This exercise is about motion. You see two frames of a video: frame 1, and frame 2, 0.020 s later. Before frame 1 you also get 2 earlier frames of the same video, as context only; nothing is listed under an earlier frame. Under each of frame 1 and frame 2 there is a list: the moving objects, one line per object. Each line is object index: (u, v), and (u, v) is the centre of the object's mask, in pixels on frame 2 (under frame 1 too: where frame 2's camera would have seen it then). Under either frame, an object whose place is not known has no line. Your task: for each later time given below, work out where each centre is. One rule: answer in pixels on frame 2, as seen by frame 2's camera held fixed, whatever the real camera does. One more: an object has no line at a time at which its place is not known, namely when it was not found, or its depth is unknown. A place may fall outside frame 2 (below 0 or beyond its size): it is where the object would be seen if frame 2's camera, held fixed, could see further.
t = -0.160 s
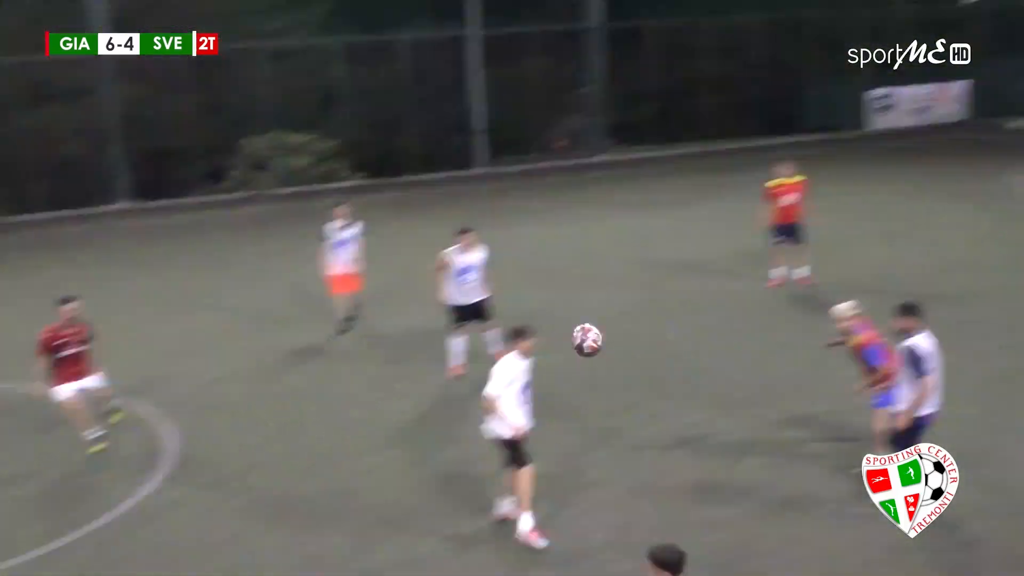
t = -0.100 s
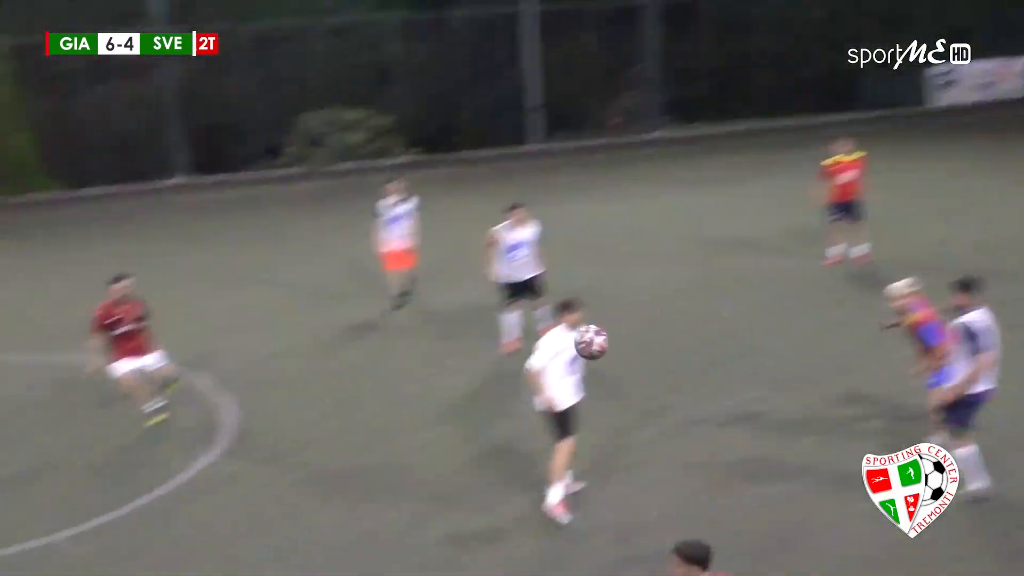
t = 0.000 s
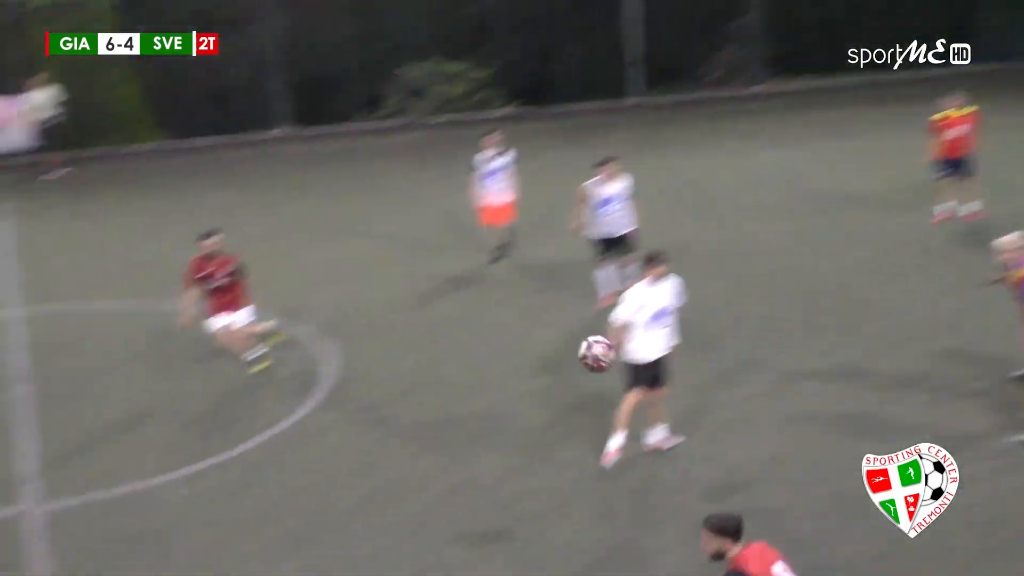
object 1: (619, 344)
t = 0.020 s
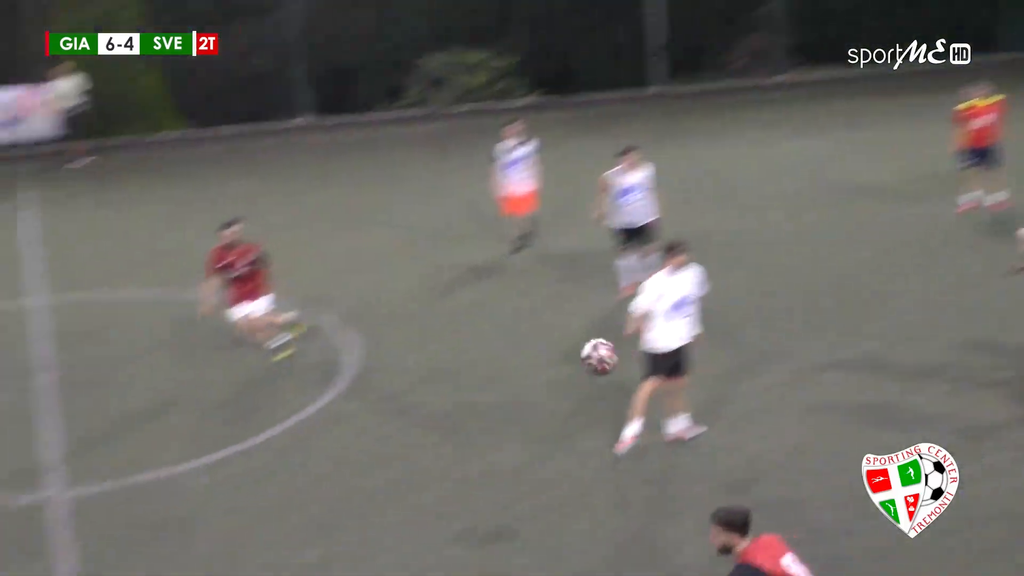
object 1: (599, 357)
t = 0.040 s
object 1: (580, 371)
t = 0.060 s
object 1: (560, 384)
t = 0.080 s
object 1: (541, 399)
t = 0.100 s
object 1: (521, 415)
